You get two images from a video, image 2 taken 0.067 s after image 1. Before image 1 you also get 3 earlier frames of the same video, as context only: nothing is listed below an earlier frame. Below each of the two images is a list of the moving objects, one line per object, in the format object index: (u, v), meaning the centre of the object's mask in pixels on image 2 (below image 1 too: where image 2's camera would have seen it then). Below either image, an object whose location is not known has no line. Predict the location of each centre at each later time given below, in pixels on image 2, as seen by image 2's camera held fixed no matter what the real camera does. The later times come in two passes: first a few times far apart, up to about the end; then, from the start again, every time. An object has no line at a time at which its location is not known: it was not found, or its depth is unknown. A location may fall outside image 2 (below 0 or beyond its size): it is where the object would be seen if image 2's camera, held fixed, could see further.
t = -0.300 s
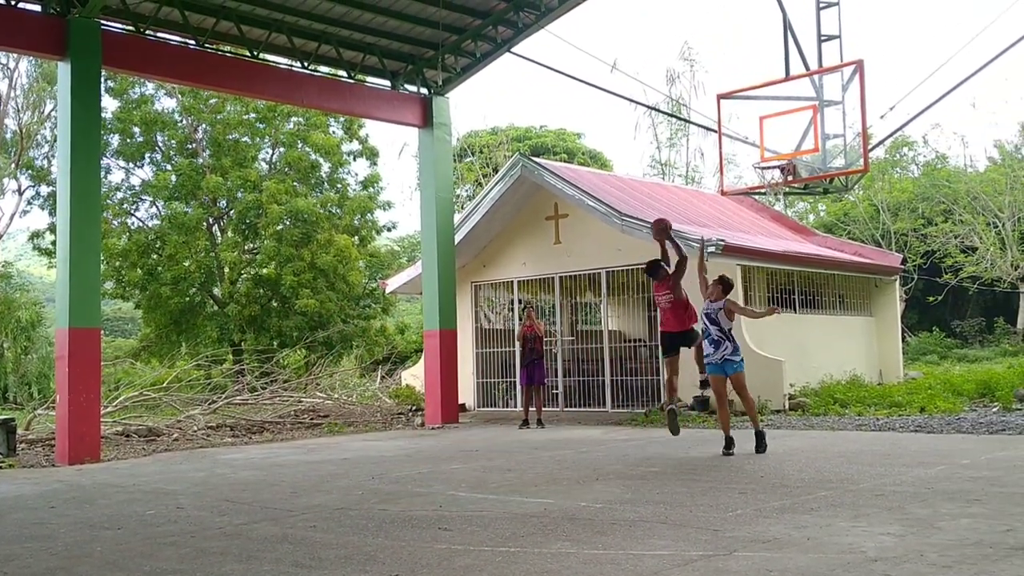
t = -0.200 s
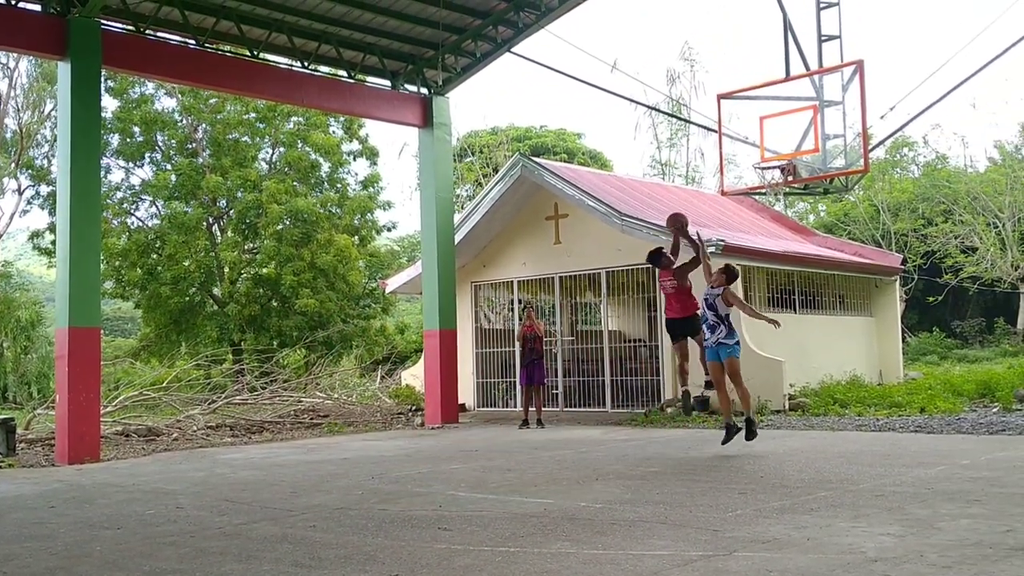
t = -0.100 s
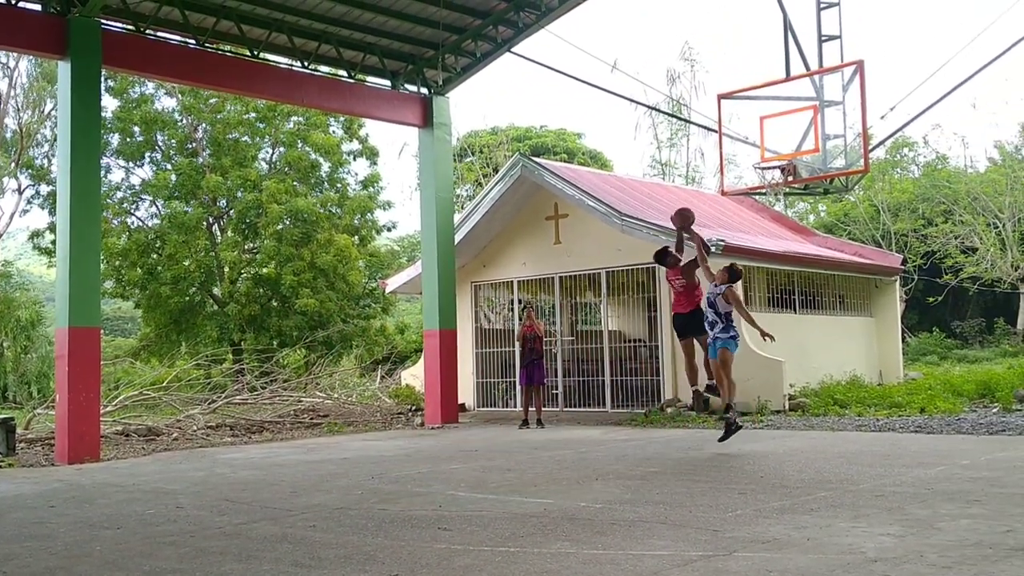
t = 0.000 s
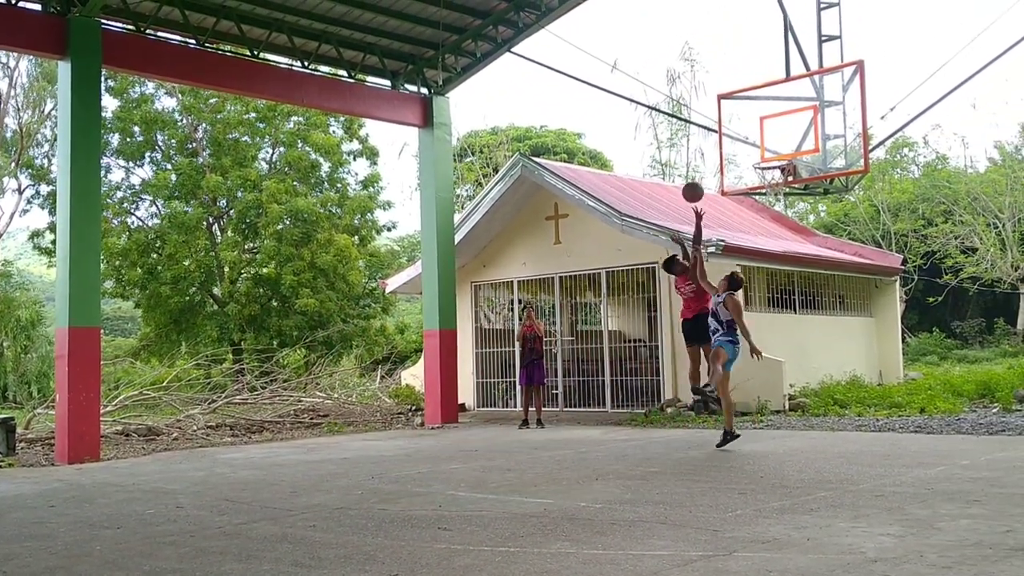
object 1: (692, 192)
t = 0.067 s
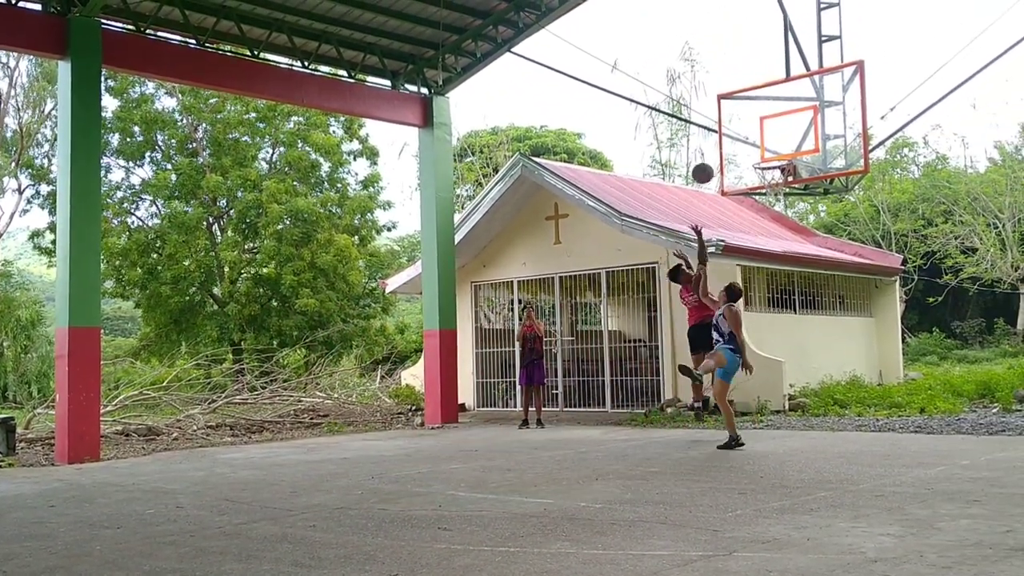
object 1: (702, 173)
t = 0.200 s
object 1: (723, 147)
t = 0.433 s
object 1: (759, 138)
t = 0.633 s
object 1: (776, 149)
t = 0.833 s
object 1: (763, 151)
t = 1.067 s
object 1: (749, 167)
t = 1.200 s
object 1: (742, 199)
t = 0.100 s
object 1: (708, 165)
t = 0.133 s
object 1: (713, 158)
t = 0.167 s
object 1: (718, 152)
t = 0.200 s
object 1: (723, 147)
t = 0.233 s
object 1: (728, 143)
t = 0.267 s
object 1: (734, 140)
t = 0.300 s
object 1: (739, 137)
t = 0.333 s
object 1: (744, 136)
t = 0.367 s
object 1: (749, 136)
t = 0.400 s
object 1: (754, 137)
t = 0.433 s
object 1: (759, 138)
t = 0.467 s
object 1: (765, 141)
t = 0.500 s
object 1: (770, 144)
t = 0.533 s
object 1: (775, 149)
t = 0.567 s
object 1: (780, 153)
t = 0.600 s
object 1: (778, 152)
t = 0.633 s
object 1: (776, 149)
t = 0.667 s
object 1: (774, 147)
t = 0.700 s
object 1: (771, 146)
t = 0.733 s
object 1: (769, 146)
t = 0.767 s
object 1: (767, 147)
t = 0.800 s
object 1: (765, 149)
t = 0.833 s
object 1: (763, 151)
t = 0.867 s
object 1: (761, 151)
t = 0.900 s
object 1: (759, 151)
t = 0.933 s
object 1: (757, 152)
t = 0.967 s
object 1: (754, 155)
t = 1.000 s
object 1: (753, 158)
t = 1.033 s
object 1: (751, 162)
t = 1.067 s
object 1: (749, 167)
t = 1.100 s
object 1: (747, 173)
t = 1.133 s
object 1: (745, 181)
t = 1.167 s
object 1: (743, 189)
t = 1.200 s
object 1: (742, 199)
